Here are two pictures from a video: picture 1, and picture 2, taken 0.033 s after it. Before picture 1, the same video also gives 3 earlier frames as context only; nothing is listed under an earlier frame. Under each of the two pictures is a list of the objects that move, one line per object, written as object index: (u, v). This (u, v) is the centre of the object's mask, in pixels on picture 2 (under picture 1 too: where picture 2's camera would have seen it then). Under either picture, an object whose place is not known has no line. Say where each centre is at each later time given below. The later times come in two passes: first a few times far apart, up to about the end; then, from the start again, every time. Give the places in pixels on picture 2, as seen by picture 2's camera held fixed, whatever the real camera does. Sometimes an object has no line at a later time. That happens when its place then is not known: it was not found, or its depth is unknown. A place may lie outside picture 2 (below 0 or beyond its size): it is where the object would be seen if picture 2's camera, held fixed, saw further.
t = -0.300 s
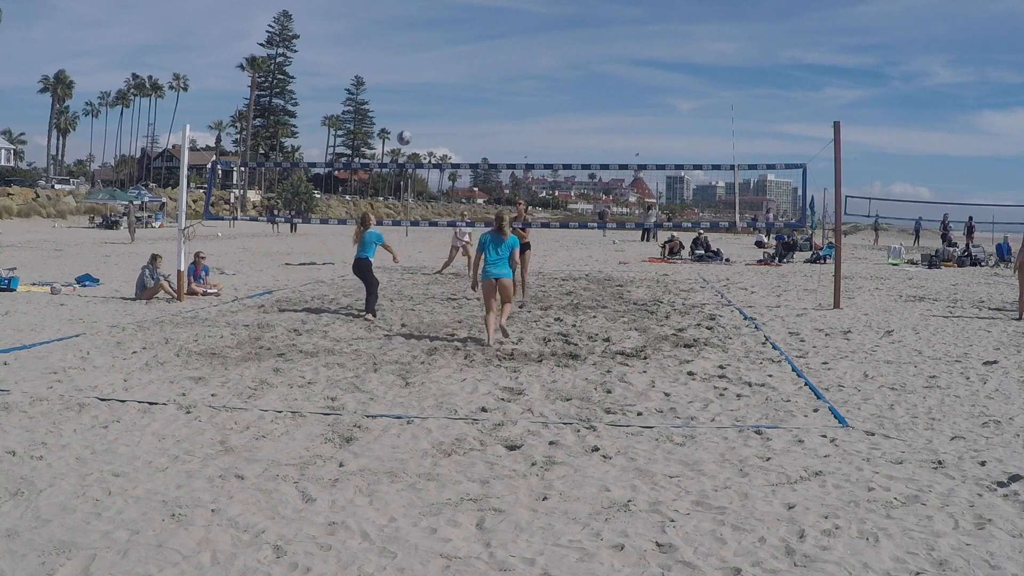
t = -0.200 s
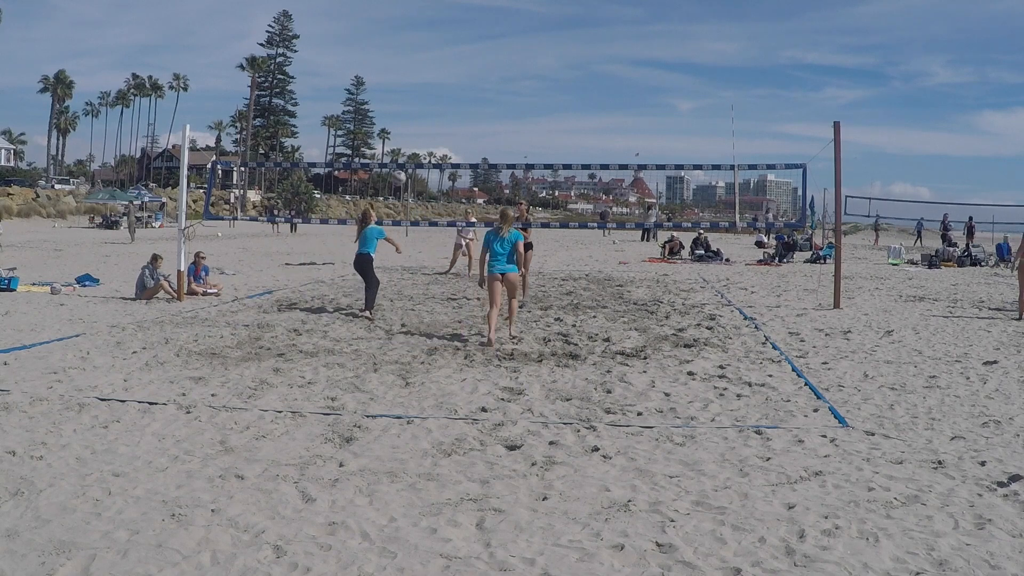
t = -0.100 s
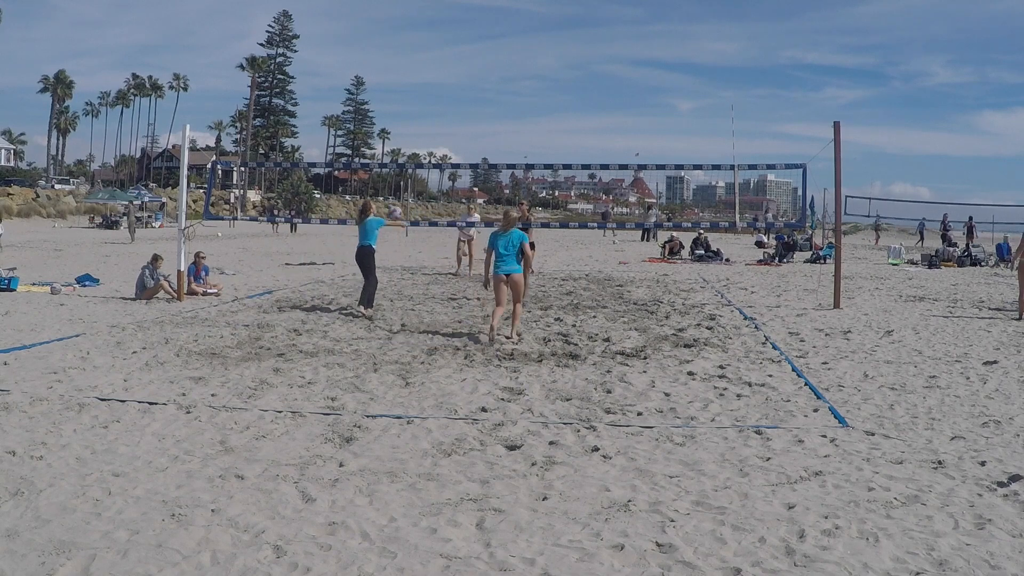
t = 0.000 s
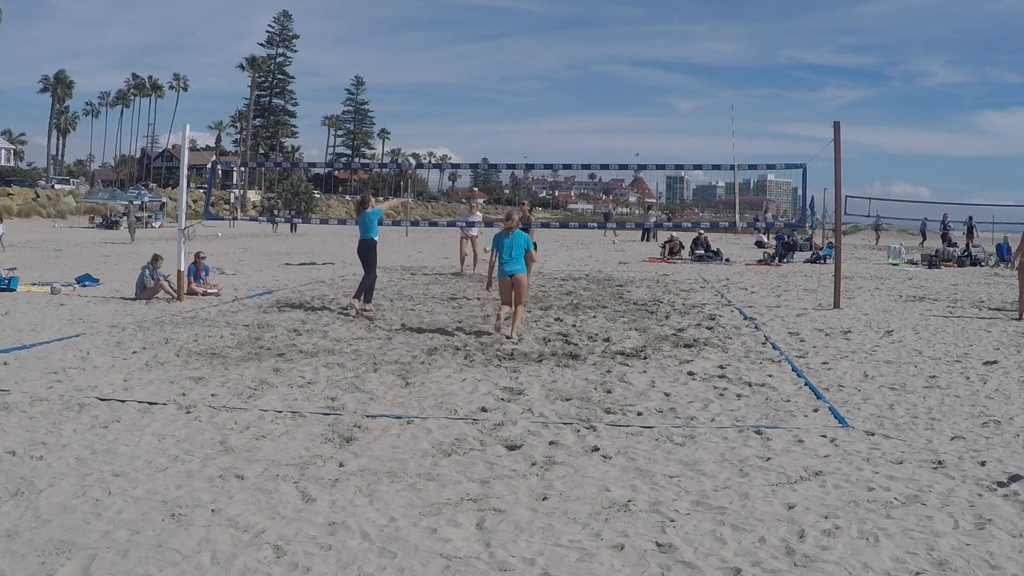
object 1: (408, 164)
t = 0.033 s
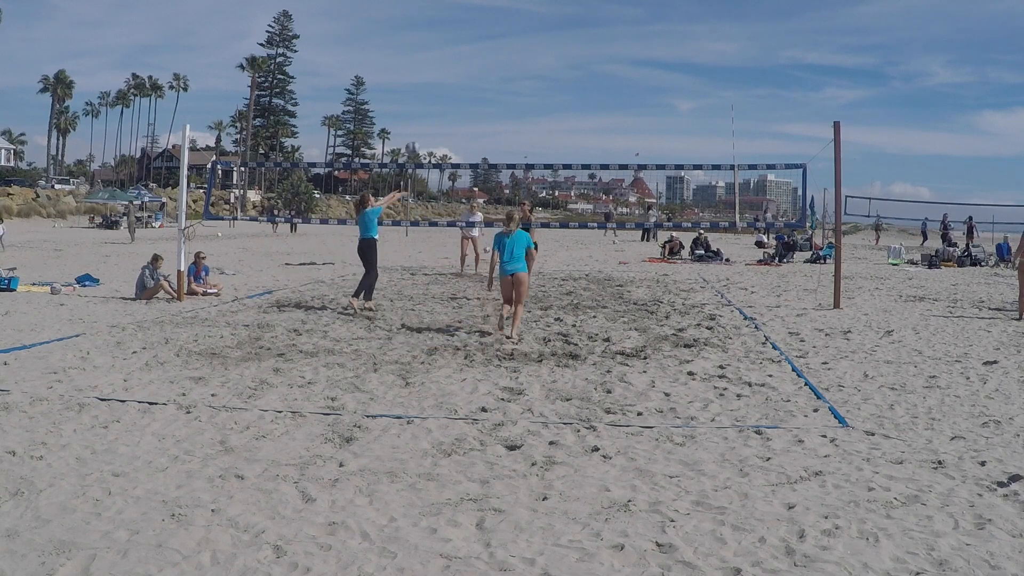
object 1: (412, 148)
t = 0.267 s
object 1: (441, 65)
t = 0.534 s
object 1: (471, 13)
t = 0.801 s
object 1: (497, 9)
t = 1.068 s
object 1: (518, 52)
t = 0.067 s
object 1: (417, 134)
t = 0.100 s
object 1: (421, 121)
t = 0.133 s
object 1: (425, 108)
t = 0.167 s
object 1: (429, 96)
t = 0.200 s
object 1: (433, 85)
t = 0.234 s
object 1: (437, 74)
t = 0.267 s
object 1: (441, 65)
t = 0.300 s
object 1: (445, 55)
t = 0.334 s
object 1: (449, 47)
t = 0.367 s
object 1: (452, 39)
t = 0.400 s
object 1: (457, 33)
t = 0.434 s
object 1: (460, 27)
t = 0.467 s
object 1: (464, 22)
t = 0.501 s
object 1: (468, 17)
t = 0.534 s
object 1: (471, 13)
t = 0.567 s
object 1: (474, 11)
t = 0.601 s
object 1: (478, 8)
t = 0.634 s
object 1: (481, 7)
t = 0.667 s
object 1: (485, 6)
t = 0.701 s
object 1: (487, 6)
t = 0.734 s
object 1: (491, 6)
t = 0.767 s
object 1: (494, 7)
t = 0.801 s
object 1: (497, 9)
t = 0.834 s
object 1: (500, 12)
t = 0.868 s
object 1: (503, 15)
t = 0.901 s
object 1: (506, 20)
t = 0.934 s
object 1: (509, 25)
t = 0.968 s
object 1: (511, 31)
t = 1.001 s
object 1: (514, 37)
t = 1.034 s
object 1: (516, 44)
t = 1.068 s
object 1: (518, 52)
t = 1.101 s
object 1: (520, 60)
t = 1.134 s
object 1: (523, 69)
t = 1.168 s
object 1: (525, 79)
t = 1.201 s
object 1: (528, 90)
